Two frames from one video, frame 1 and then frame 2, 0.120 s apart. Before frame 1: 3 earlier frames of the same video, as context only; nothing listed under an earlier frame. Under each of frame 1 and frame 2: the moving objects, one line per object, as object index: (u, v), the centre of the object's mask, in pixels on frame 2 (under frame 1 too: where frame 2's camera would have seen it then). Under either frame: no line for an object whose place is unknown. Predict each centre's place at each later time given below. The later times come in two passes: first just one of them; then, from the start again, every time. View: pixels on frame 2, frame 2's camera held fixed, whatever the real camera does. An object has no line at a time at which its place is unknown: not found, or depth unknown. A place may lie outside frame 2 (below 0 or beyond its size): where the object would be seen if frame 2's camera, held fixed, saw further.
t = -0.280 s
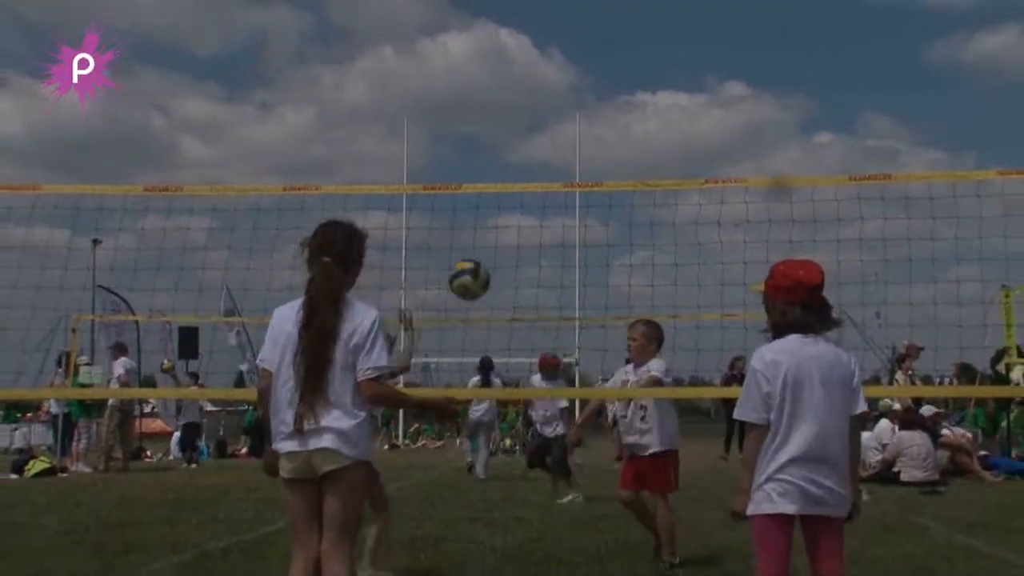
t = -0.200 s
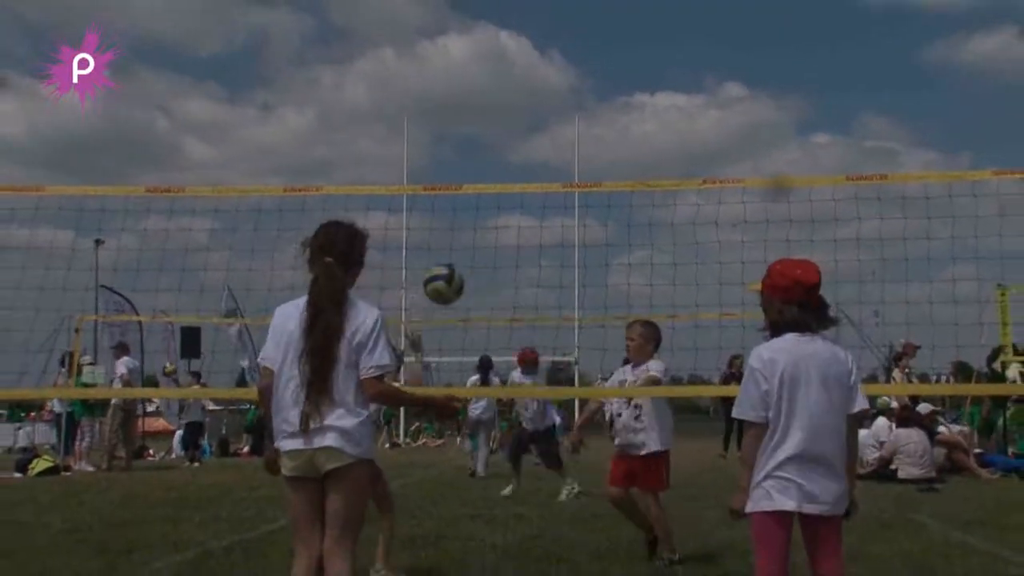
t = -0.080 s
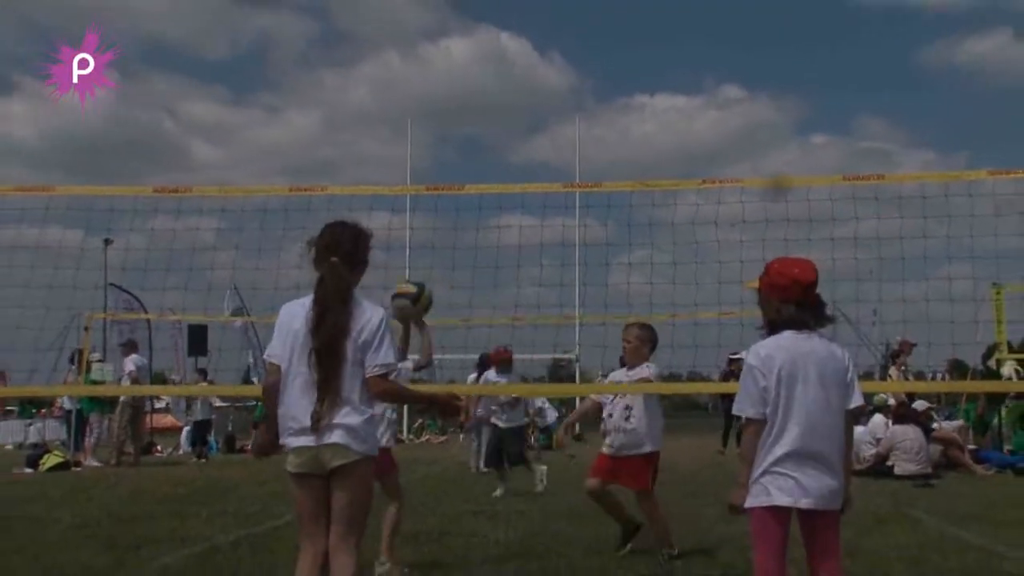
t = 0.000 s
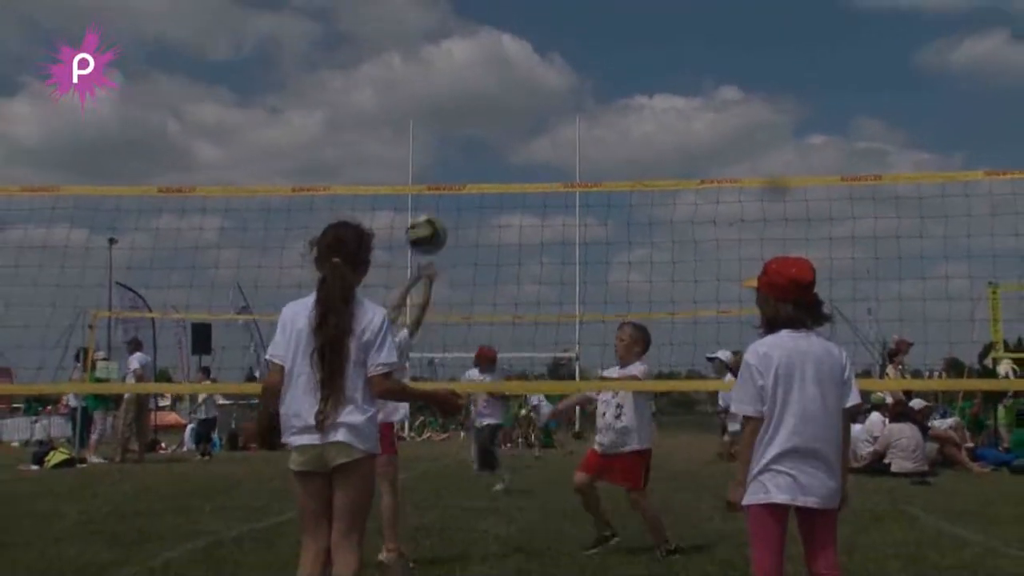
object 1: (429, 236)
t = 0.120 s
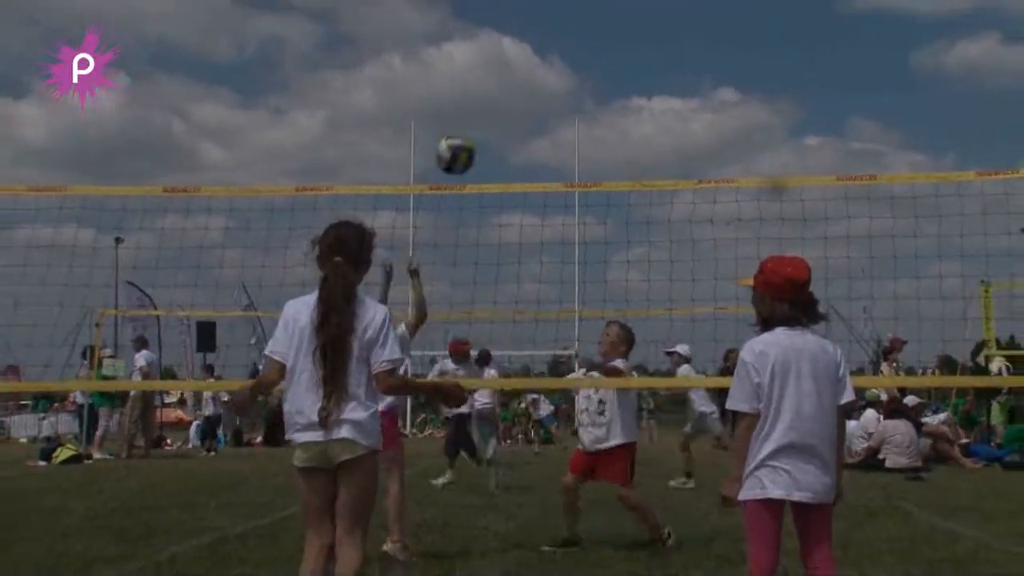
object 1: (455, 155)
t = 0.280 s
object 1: (488, 92)
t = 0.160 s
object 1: (463, 135)
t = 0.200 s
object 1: (472, 118)
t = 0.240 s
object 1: (480, 104)
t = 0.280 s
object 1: (488, 92)
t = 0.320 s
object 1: (496, 84)
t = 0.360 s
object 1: (505, 78)
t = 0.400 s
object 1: (512, 76)
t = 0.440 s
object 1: (519, 76)
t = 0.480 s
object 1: (527, 78)
